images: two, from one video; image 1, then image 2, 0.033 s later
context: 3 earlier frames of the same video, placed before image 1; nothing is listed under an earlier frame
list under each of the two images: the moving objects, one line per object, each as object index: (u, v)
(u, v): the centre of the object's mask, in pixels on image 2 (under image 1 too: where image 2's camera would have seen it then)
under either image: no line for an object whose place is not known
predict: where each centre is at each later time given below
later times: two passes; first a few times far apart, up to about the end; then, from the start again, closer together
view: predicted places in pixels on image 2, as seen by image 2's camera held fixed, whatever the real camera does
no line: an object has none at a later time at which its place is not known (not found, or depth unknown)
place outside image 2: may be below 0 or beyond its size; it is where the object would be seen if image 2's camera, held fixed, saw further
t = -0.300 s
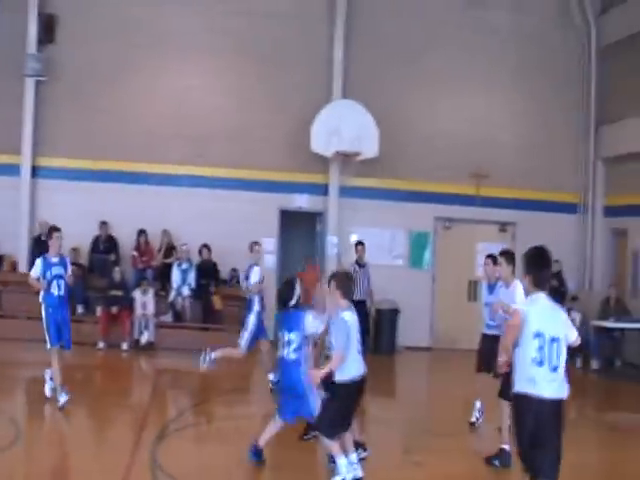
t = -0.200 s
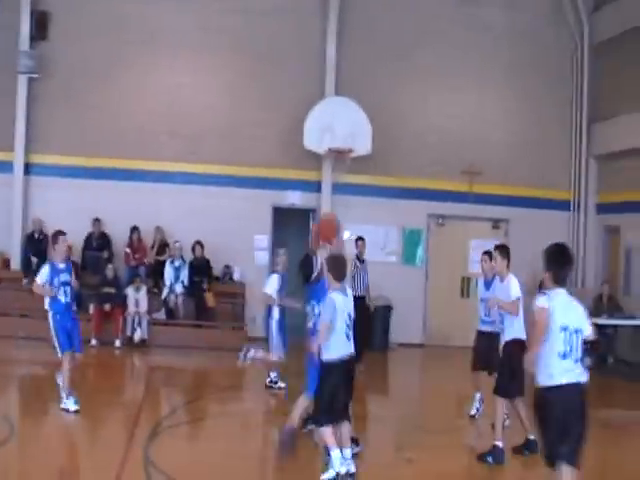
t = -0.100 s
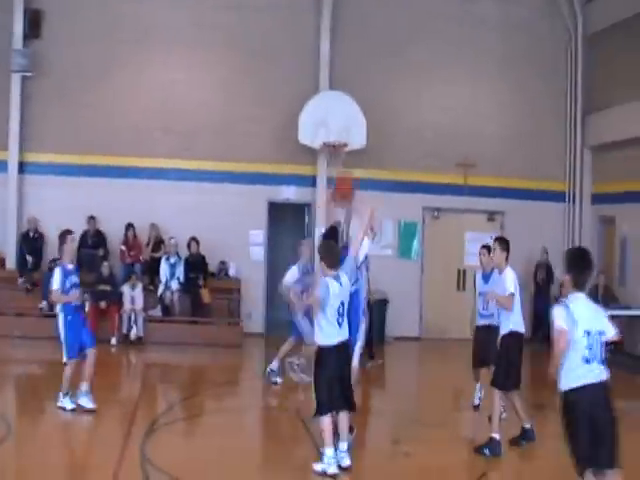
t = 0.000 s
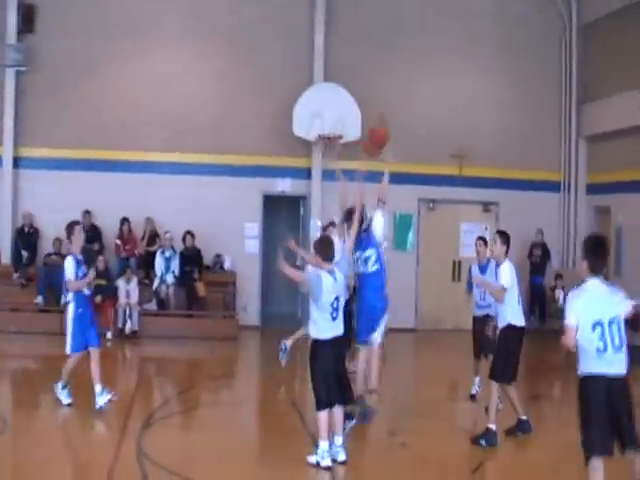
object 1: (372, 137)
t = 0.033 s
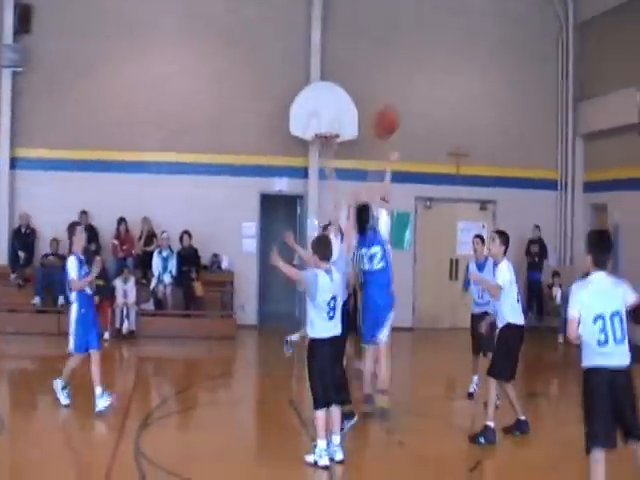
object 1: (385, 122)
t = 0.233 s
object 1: (460, 69)
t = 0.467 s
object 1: (533, 70)
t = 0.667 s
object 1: (588, 116)
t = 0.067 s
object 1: (399, 109)
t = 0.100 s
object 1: (412, 98)
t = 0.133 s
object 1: (425, 88)
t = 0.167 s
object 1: (436, 81)
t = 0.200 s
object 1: (449, 74)
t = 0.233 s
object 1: (460, 69)
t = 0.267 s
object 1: (470, 66)
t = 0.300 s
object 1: (481, 63)
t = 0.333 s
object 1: (492, 63)
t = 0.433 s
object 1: (524, 67)
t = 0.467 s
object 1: (533, 70)
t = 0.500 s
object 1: (543, 75)
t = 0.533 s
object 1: (551, 80)
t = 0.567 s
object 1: (560, 89)
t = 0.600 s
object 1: (569, 95)
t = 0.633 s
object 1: (577, 104)
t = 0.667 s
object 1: (588, 116)
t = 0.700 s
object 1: (594, 125)
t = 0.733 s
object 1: (605, 138)
